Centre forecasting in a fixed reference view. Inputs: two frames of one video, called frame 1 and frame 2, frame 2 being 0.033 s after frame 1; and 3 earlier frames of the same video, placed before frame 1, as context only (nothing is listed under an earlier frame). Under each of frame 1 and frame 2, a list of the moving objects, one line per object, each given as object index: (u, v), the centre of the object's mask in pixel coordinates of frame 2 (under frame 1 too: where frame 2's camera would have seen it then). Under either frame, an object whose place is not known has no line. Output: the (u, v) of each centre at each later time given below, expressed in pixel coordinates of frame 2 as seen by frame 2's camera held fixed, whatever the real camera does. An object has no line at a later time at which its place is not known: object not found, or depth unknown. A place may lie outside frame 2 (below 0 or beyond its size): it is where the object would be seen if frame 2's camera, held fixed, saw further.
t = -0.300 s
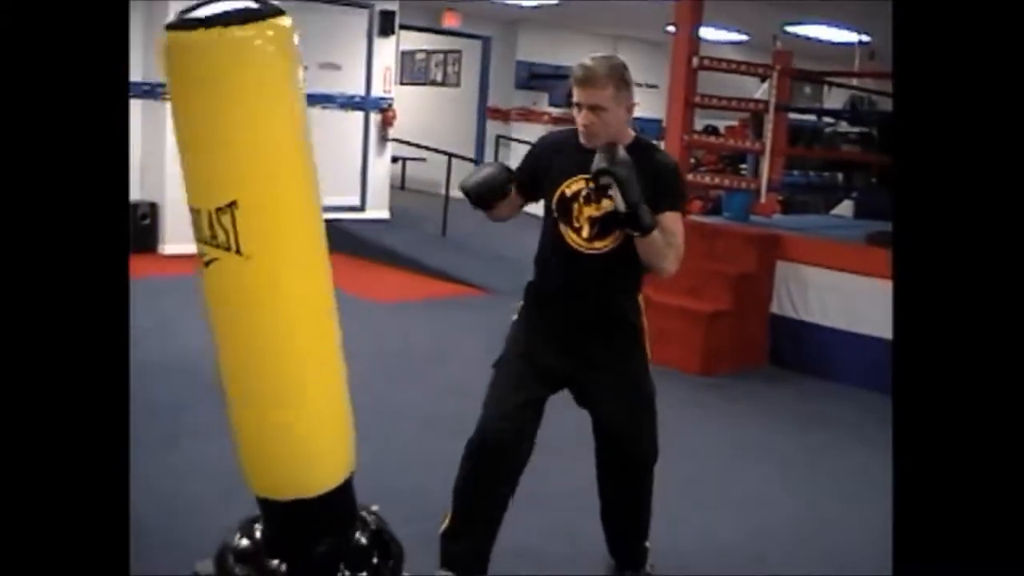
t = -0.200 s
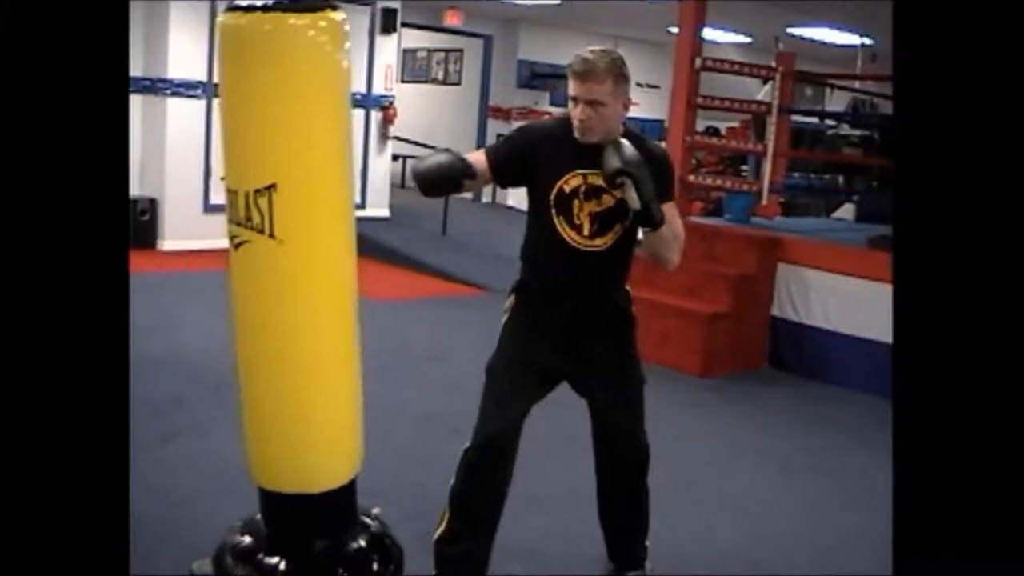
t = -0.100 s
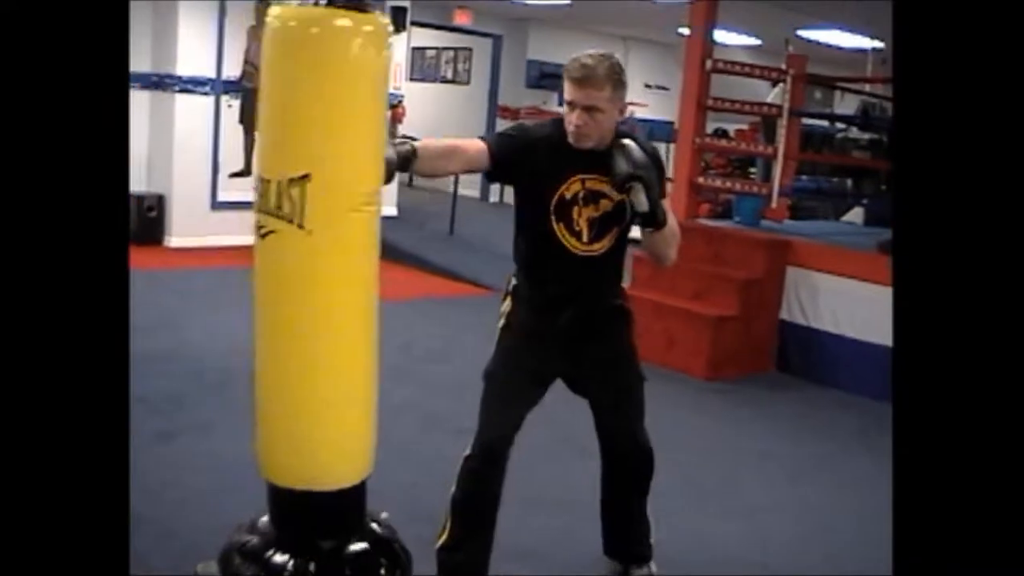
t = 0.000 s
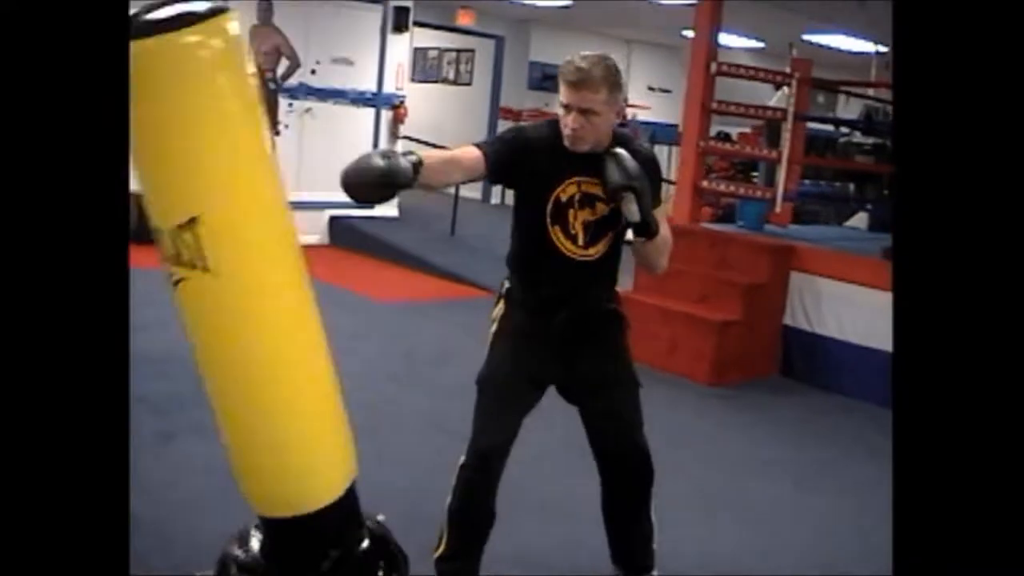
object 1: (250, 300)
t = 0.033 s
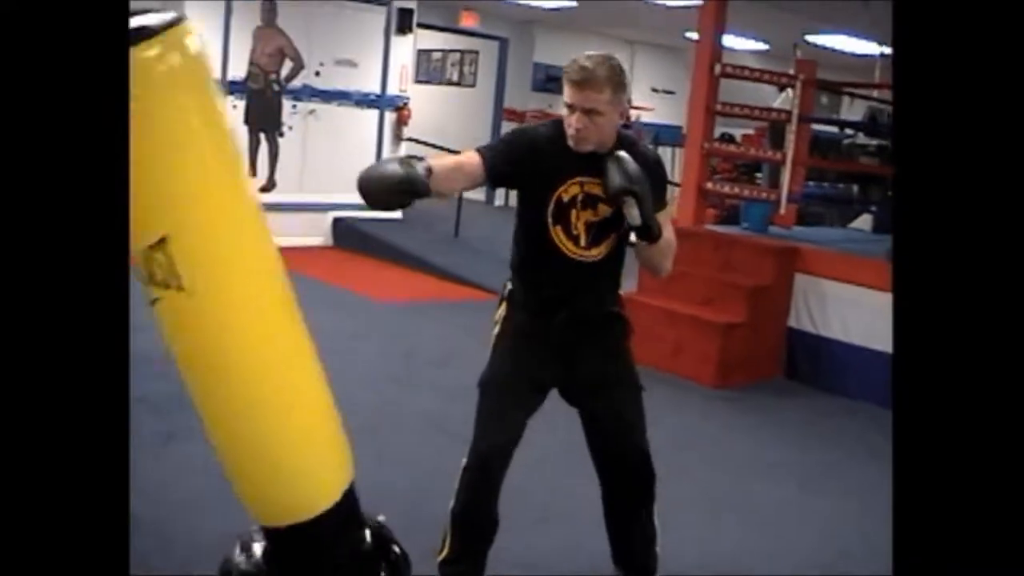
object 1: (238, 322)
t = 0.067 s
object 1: (234, 352)
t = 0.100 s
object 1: (233, 376)
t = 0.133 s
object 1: (231, 395)
